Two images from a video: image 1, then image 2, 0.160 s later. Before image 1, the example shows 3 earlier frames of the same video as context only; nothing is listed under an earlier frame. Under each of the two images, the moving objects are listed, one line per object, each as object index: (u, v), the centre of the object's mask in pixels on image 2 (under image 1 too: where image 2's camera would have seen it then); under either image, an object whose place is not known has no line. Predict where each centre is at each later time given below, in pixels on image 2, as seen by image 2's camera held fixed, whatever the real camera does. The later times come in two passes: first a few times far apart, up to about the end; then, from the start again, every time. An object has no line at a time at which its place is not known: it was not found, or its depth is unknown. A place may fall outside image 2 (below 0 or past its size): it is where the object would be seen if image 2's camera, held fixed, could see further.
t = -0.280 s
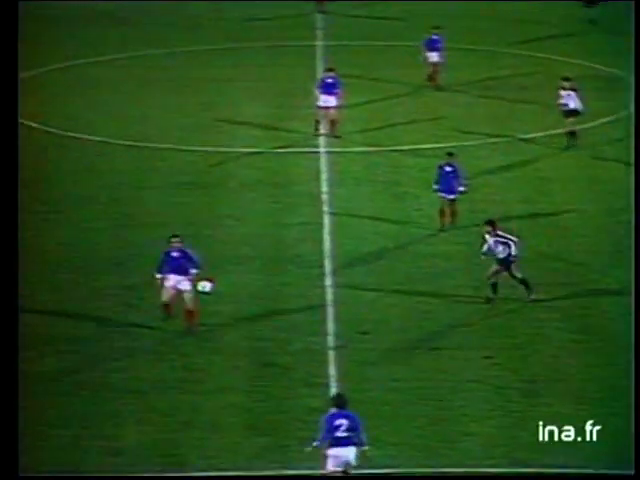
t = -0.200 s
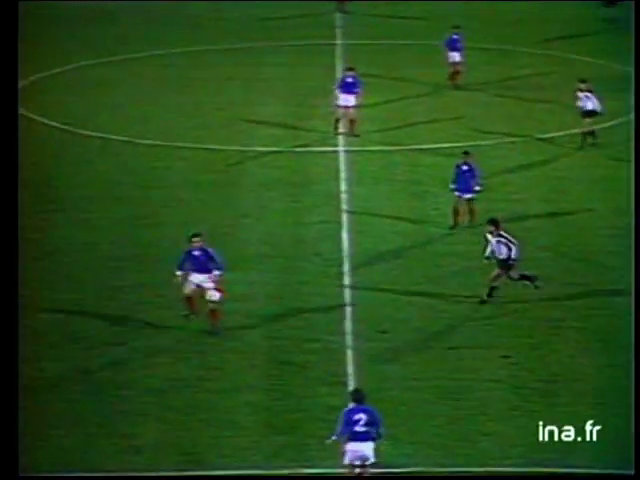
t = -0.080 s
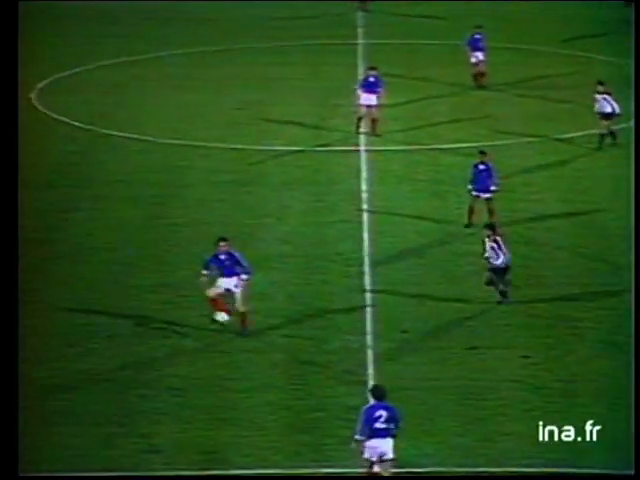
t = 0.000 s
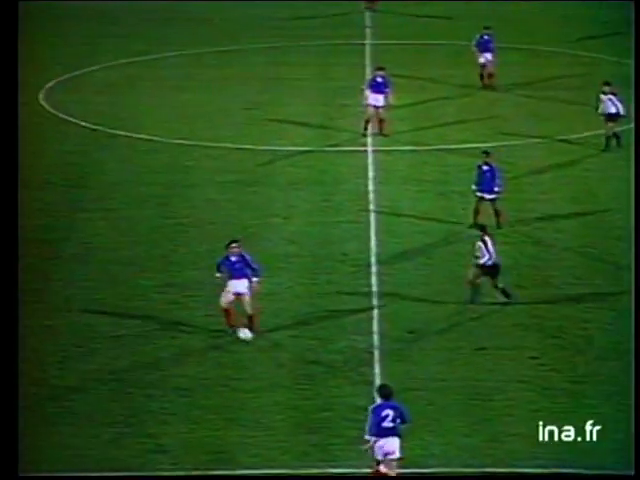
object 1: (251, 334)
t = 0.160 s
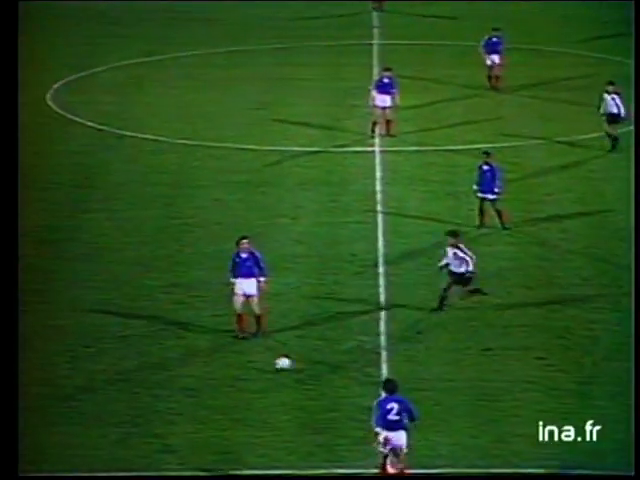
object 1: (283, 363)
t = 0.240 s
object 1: (298, 369)
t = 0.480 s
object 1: (341, 407)
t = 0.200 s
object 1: (291, 366)
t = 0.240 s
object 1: (298, 369)
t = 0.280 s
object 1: (305, 373)
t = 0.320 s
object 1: (312, 378)
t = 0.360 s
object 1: (319, 385)
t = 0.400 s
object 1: (327, 392)
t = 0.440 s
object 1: (335, 401)
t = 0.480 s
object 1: (341, 407)
